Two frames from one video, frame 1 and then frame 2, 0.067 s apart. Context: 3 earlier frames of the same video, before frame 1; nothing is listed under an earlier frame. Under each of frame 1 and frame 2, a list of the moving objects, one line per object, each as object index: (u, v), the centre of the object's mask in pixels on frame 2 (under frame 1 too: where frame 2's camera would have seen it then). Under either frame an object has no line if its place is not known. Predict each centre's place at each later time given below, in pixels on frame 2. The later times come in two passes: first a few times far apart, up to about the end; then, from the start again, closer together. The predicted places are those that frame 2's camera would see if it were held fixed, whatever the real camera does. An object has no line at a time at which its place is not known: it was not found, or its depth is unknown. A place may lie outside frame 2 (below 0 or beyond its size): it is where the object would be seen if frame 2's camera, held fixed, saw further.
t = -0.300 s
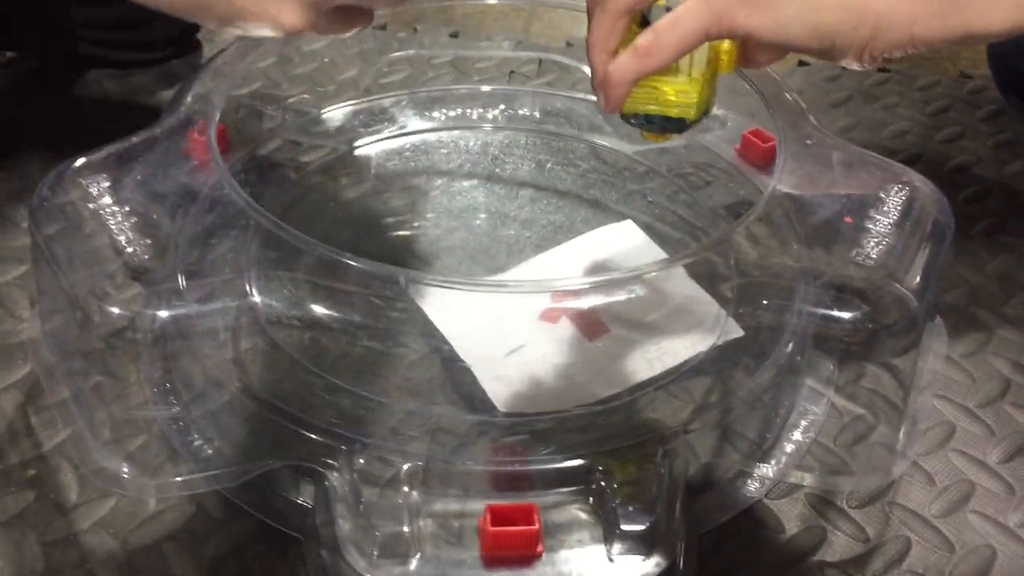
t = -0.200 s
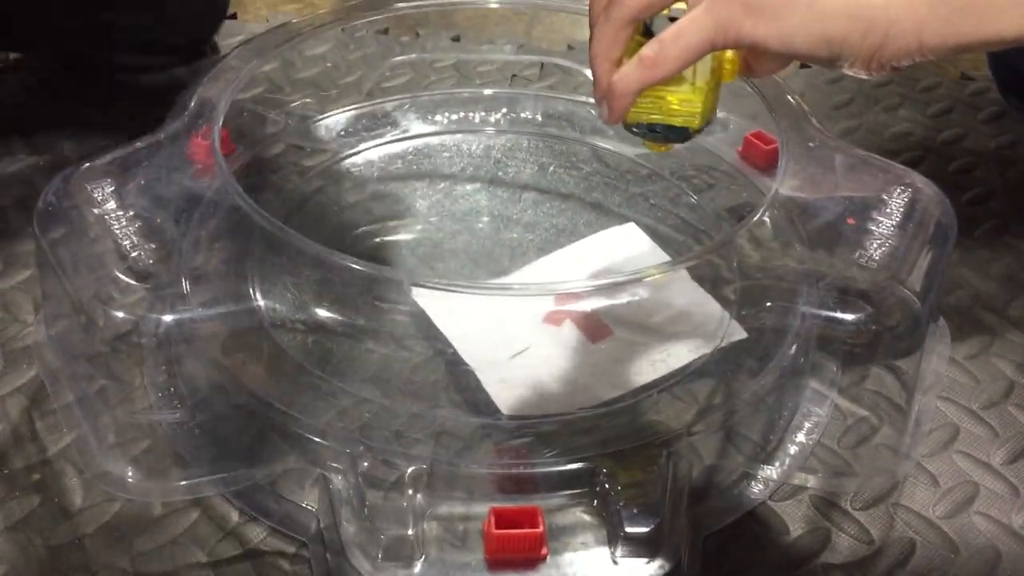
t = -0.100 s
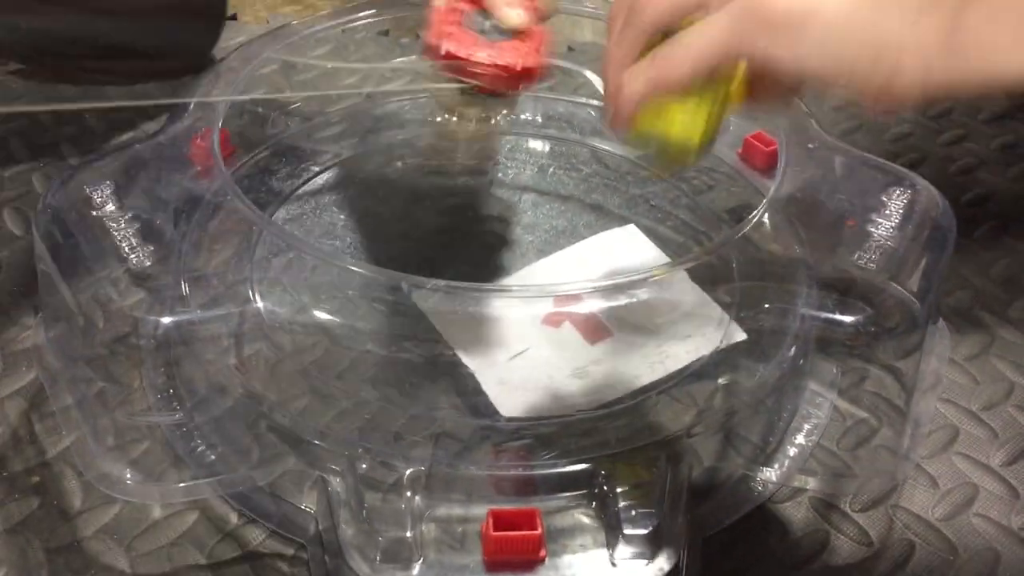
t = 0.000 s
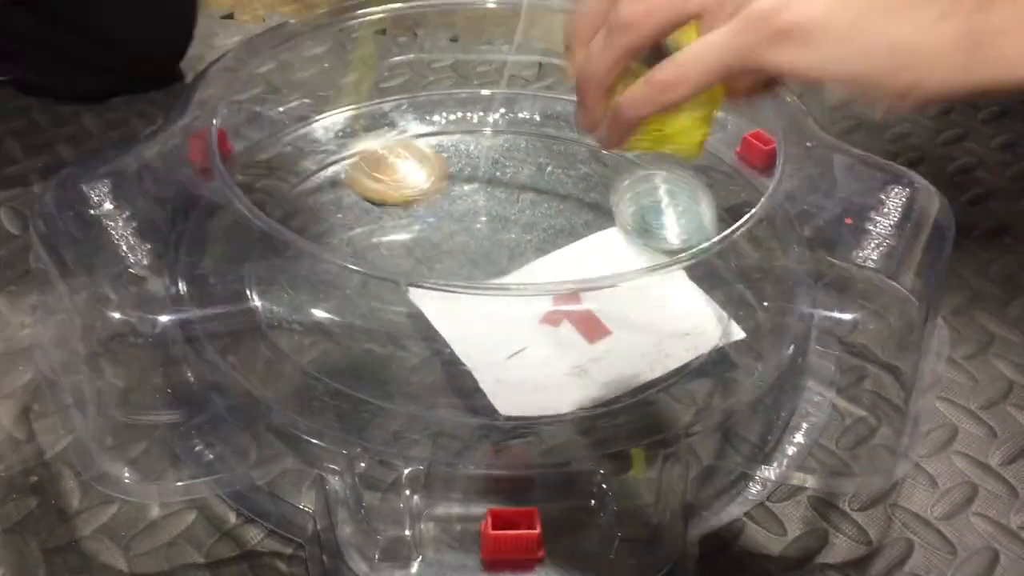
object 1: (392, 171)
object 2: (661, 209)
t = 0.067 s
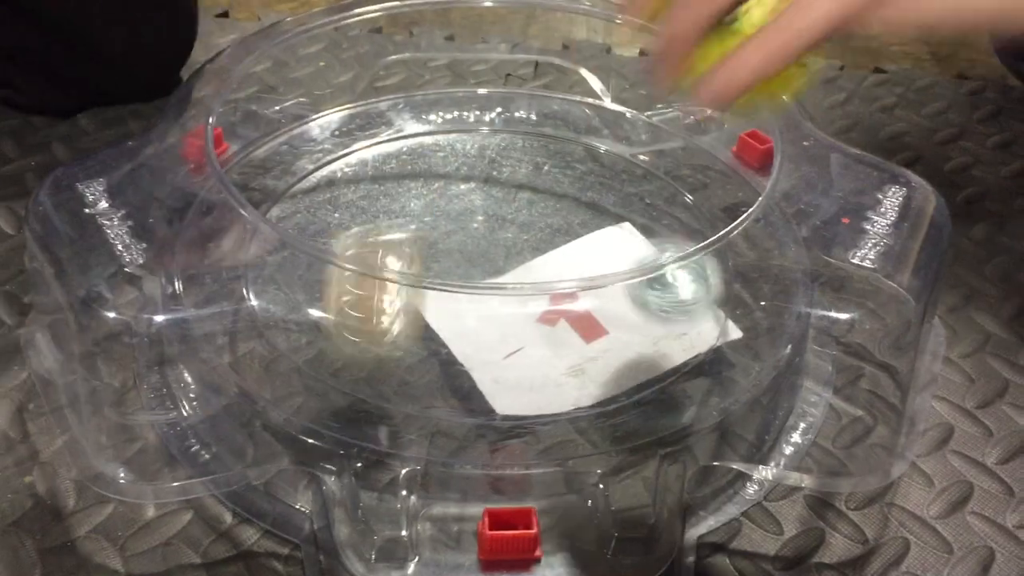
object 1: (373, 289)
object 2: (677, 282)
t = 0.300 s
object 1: (558, 371)
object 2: (556, 256)
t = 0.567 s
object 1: (728, 300)
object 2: (477, 249)
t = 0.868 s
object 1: (642, 208)
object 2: (511, 308)
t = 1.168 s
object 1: (540, 199)
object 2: (585, 257)
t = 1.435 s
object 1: (440, 221)
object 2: (503, 260)
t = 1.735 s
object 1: (421, 289)
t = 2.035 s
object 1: (500, 313)
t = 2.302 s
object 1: (540, 279)
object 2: (431, 239)
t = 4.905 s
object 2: (527, 294)
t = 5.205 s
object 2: (560, 291)
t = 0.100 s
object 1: (383, 321)
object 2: (667, 257)
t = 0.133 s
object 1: (401, 314)
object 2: (654, 250)
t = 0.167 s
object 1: (425, 318)
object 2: (644, 264)
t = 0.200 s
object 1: (456, 341)
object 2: (624, 284)
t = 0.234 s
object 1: (481, 392)
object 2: (603, 259)
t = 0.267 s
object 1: (518, 379)
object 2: (577, 260)
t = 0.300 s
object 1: (558, 371)
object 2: (556, 256)
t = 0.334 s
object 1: (592, 382)
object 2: (538, 253)
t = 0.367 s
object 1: (620, 379)
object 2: (525, 249)
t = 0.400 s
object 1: (651, 363)
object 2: (513, 246)
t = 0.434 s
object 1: (675, 360)
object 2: (502, 245)
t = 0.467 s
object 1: (696, 340)
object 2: (494, 244)
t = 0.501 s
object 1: (712, 327)
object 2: (487, 245)
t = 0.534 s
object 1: (721, 314)
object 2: (482, 247)
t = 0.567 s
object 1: (728, 300)
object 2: (477, 249)
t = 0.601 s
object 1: (731, 286)
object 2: (474, 251)
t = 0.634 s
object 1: (734, 276)
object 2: (472, 257)
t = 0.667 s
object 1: (734, 267)
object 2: (471, 267)
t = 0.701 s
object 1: (719, 253)
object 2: (470, 275)
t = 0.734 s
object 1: (703, 239)
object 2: (476, 282)
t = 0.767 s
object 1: (680, 224)
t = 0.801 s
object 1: (672, 219)
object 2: (489, 299)
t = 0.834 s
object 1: (658, 213)
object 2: (499, 304)
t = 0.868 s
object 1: (642, 208)
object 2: (511, 308)
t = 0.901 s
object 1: (629, 203)
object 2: (525, 317)
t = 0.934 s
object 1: (617, 200)
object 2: (539, 317)
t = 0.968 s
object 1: (605, 198)
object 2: (553, 314)
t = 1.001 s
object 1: (594, 197)
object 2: (567, 312)
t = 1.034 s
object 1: (583, 197)
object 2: (580, 303)
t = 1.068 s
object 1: (572, 197)
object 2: (588, 294)
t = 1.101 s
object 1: (561, 197)
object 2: (592, 283)
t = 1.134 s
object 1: (551, 198)
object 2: (585, 262)
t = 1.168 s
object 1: (540, 199)
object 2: (585, 257)
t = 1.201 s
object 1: (529, 201)
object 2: (580, 252)
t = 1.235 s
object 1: (518, 204)
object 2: (570, 249)
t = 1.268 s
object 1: (504, 204)
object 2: (562, 249)
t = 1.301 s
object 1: (489, 204)
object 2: (551, 250)
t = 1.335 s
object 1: (475, 207)
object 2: (538, 251)
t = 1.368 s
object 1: (463, 210)
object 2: (525, 254)
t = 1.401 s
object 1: (451, 215)
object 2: (513, 257)
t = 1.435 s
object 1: (440, 221)
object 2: (503, 260)
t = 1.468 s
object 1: (433, 228)
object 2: (495, 274)
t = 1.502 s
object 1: (423, 236)
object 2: (491, 281)
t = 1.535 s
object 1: (417, 244)
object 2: (490, 291)
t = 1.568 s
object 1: (413, 249)
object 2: (493, 295)
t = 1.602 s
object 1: (412, 253)
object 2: (499, 299)
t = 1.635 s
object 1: (409, 265)
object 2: (507, 304)
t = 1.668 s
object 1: (410, 272)
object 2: (520, 313)
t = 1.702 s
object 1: (414, 285)
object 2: (533, 314)
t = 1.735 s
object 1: (421, 289)
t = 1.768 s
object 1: (427, 295)
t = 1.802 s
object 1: (434, 306)
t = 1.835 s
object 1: (445, 307)
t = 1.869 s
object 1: (457, 310)
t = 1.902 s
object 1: (469, 310)
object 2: (551, 262)
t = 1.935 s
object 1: (475, 311)
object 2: (552, 259)
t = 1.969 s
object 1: (481, 311)
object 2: (552, 255)
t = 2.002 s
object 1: (490, 312)
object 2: (548, 253)
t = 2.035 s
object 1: (500, 313)
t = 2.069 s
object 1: (512, 308)
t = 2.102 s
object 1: (520, 308)
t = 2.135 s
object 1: (528, 306)
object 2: (505, 240)
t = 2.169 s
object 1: (536, 303)
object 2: (490, 239)
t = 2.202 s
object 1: (541, 298)
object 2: (475, 239)
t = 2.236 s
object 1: (543, 293)
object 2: (460, 235)
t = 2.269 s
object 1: (543, 288)
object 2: (444, 235)
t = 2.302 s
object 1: (540, 279)
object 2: (431, 239)
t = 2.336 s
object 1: (543, 267)
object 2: (419, 241)
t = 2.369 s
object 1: (541, 265)
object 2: (410, 244)
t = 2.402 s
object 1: (536, 264)
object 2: (403, 247)
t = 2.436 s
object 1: (530, 262)
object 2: (402, 251)
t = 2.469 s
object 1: (524, 260)
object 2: (404, 267)
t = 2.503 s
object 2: (408, 273)
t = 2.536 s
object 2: (416, 283)
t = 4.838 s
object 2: (517, 279)
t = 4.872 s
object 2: (524, 294)
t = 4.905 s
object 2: (527, 294)
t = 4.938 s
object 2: (530, 295)
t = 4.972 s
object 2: (536, 296)
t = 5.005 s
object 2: (542, 296)
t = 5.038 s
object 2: (547, 296)
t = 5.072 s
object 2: (550, 296)
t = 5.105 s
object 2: (553, 295)
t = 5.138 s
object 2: (554, 293)
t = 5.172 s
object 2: (558, 292)
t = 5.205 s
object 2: (560, 291)
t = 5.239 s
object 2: (562, 290)
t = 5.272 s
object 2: (563, 290)
